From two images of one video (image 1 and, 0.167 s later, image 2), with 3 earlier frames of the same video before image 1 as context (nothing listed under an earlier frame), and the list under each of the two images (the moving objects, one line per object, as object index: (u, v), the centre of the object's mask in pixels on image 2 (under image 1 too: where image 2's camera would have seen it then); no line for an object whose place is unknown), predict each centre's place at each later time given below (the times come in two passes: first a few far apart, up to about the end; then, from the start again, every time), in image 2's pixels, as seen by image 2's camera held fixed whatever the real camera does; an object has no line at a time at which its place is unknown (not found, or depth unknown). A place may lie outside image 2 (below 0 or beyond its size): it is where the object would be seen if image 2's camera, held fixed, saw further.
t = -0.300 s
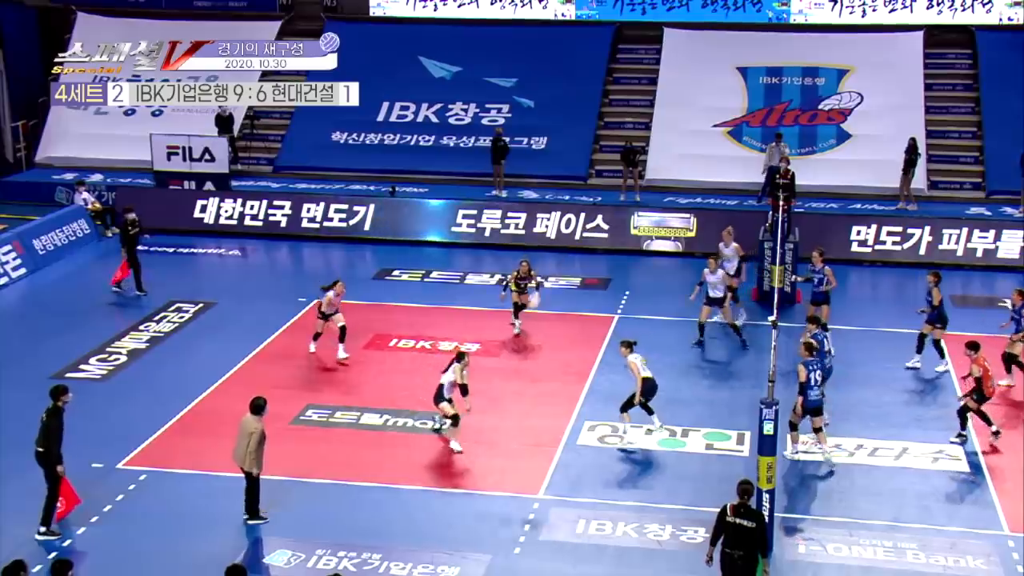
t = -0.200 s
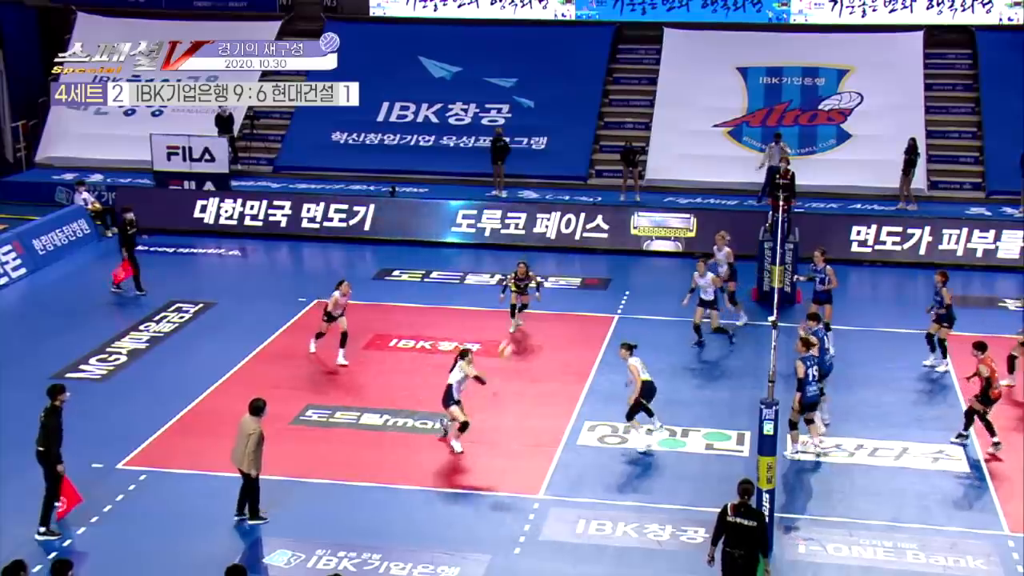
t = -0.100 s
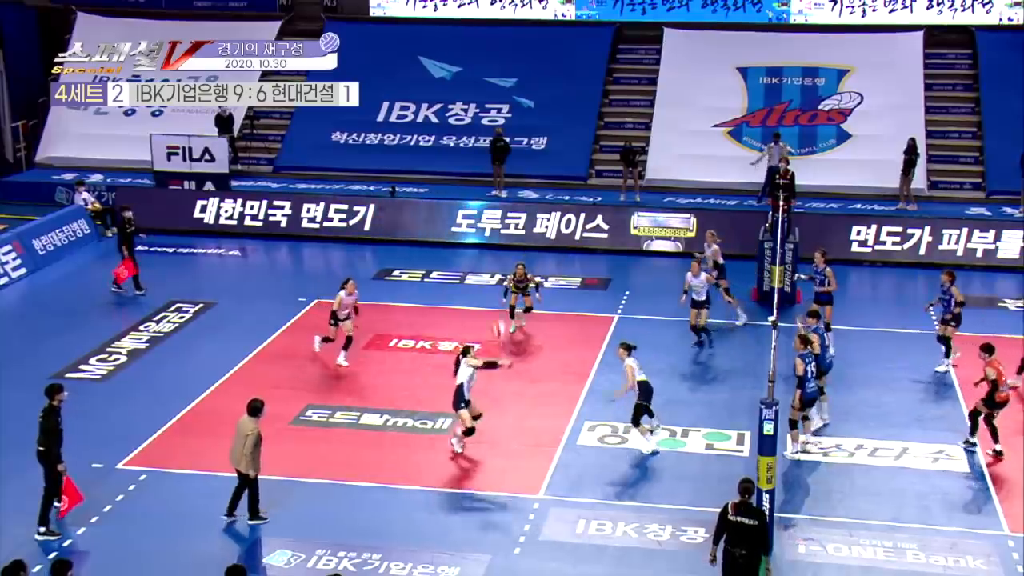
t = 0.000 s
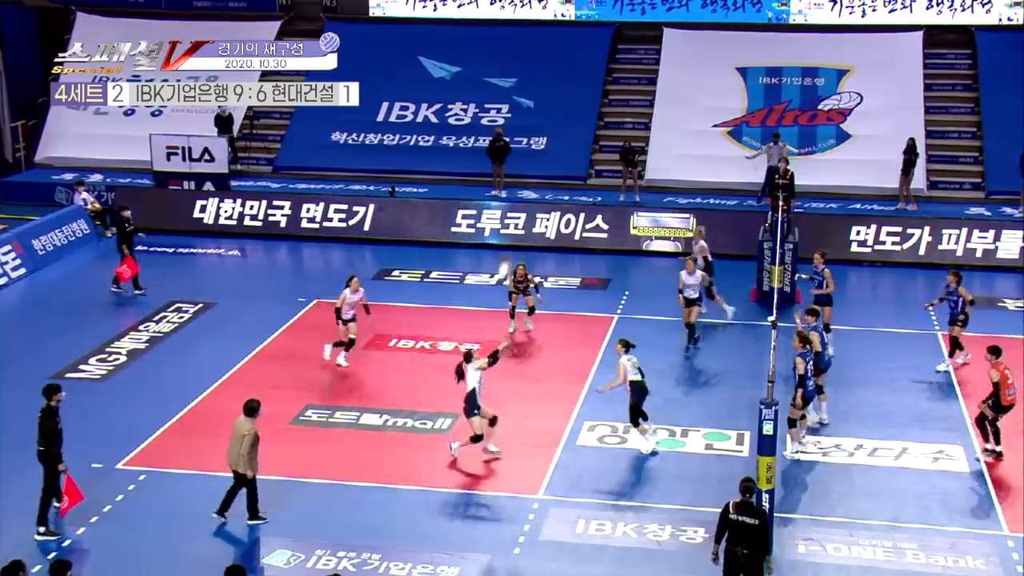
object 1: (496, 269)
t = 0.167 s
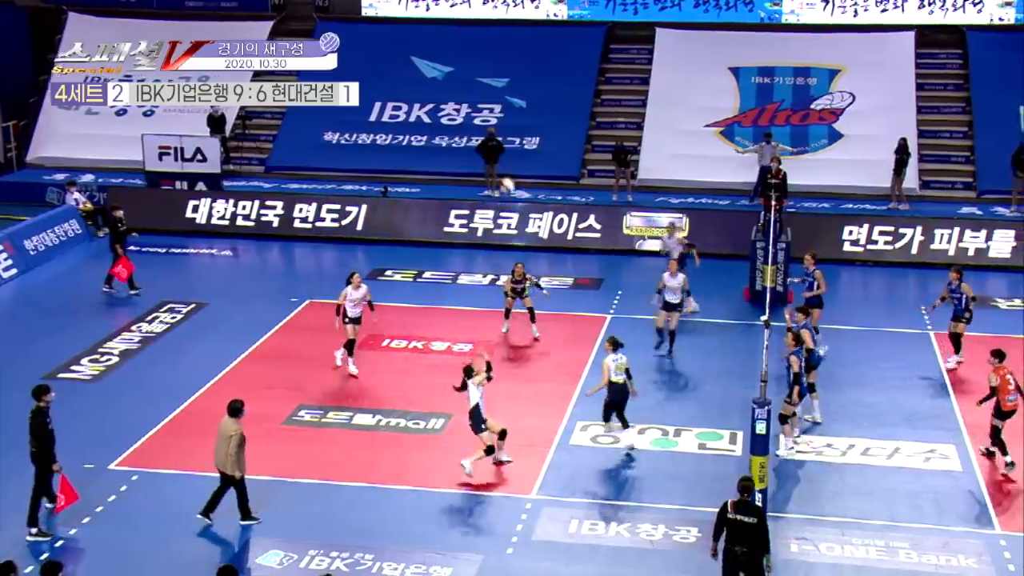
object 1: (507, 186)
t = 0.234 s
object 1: (511, 158)
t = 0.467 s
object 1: (522, 85)
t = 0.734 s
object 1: (535, 49)
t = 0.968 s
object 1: (545, 57)
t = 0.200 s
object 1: (509, 170)
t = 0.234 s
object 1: (511, 158)
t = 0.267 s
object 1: (513, 146)
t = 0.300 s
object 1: (514, 133)
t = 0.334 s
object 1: (516, 122)
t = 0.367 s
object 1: (518, 111)
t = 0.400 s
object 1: (519, 101)
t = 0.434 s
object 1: (521, 93)
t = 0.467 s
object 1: (522, 85)
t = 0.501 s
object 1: (524, 78)
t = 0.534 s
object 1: (526, 71)
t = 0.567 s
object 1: (527, 66)
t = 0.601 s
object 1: (529, 61)
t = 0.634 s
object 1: (530, 56)
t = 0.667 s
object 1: (531, 53)
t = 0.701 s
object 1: (533, 50)
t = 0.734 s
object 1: (535, 49)
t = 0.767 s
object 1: (536, 47)
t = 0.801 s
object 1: (538, 47)
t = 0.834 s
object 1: (539, 47)
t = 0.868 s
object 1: (541, 48)
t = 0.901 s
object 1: (542, 50)
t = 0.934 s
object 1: (543, 53)
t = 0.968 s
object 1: (545, 57)
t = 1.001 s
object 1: (547, 61)
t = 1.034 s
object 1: (547, 66)
